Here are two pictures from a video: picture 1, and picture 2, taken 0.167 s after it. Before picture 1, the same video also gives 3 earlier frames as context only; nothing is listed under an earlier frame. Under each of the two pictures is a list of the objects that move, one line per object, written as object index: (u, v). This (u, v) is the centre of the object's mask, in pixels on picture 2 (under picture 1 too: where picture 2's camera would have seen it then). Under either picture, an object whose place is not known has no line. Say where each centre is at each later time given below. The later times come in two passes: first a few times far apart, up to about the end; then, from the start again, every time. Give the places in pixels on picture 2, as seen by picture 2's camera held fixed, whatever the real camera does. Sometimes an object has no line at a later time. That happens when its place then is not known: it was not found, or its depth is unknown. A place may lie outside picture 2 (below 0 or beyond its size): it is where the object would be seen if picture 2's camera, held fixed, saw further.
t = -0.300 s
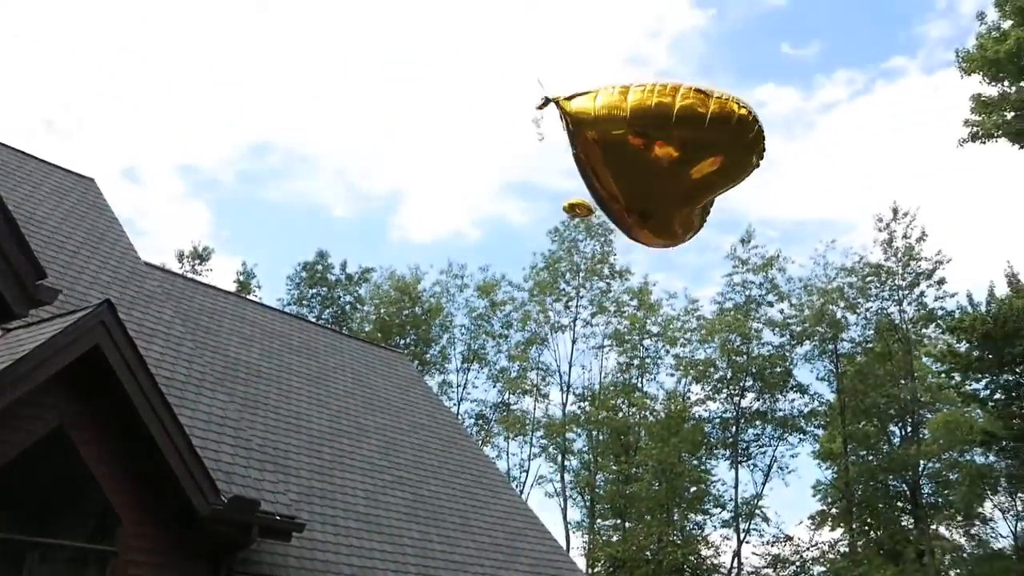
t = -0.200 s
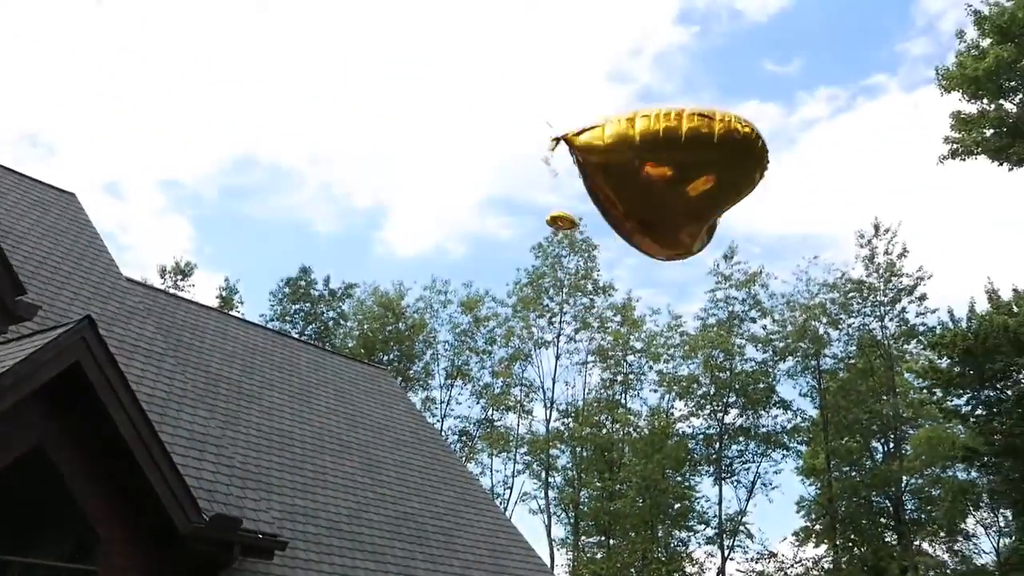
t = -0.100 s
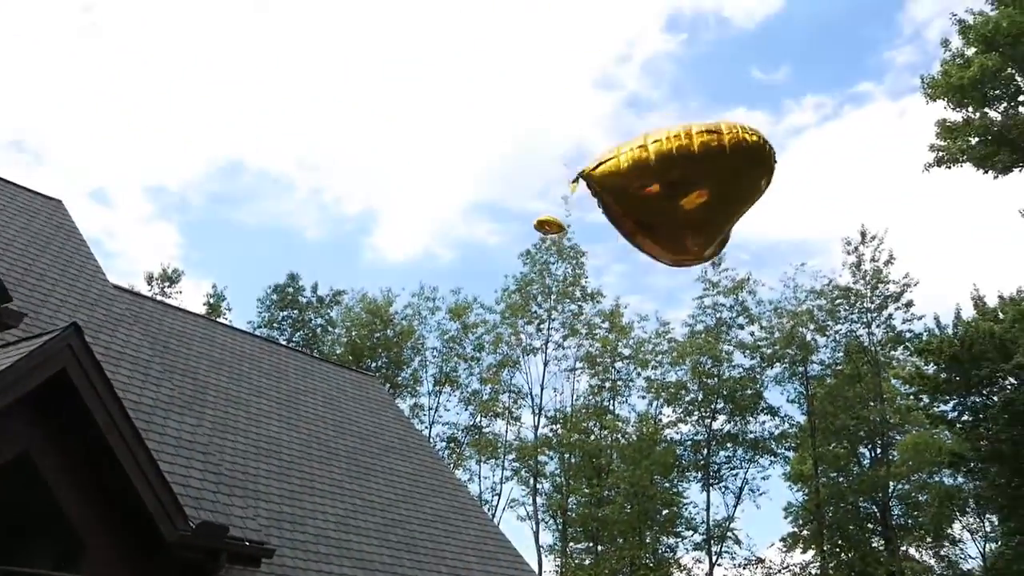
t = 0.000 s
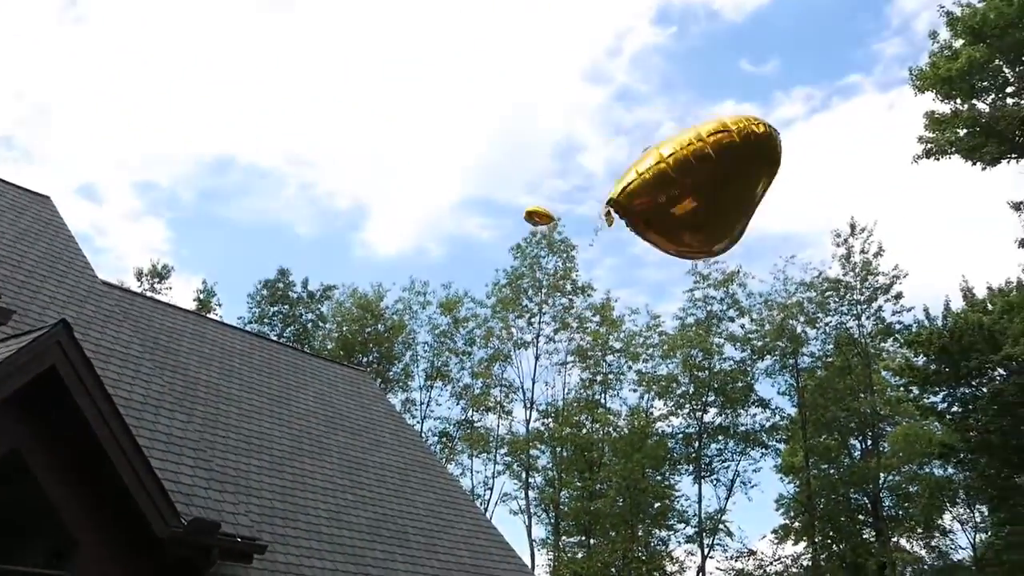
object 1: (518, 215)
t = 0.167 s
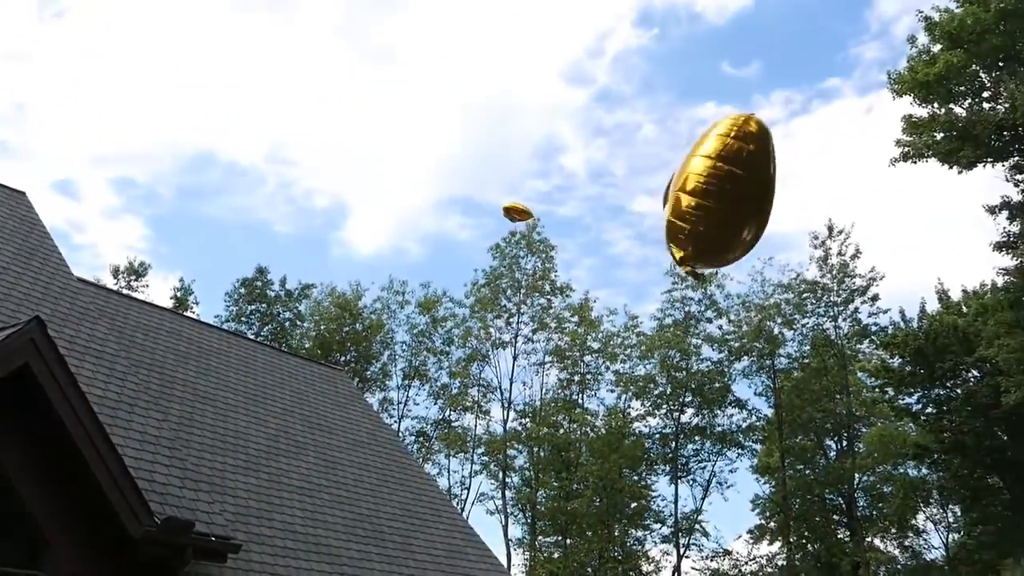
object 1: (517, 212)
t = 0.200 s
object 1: (516, 211)
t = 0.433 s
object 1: (514, 207)
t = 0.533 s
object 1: (513, 205)
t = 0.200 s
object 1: (516, 211)
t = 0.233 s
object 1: (516, 209)
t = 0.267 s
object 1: (516, 210)
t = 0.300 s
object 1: (516, 210)
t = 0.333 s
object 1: (515, 208)
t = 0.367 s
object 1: (515, 208)
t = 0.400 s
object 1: (515, 208)
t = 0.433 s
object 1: (514, 207)
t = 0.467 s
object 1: (514, 206)
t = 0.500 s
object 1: (513, 206)
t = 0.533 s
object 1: (513, 205)
